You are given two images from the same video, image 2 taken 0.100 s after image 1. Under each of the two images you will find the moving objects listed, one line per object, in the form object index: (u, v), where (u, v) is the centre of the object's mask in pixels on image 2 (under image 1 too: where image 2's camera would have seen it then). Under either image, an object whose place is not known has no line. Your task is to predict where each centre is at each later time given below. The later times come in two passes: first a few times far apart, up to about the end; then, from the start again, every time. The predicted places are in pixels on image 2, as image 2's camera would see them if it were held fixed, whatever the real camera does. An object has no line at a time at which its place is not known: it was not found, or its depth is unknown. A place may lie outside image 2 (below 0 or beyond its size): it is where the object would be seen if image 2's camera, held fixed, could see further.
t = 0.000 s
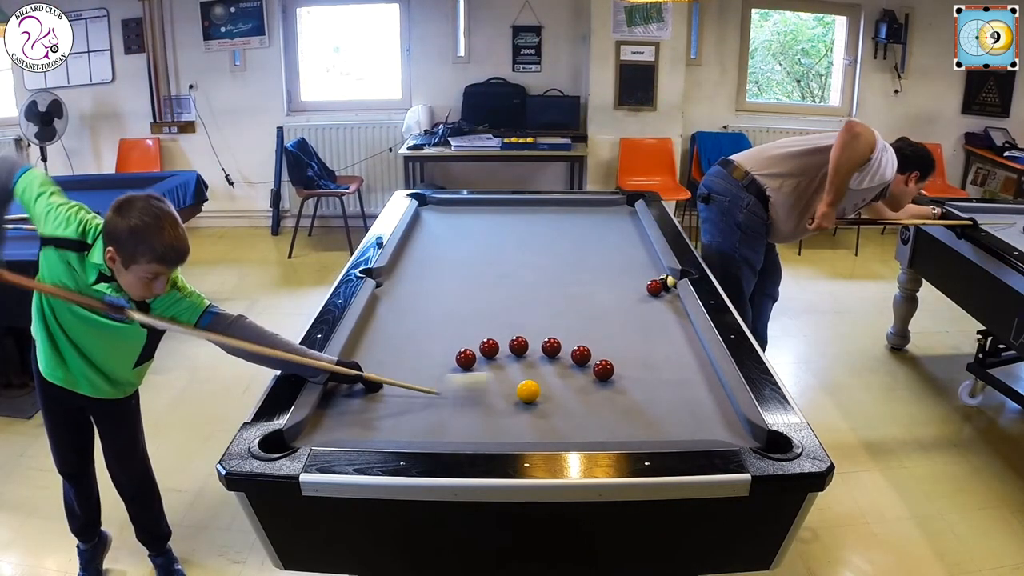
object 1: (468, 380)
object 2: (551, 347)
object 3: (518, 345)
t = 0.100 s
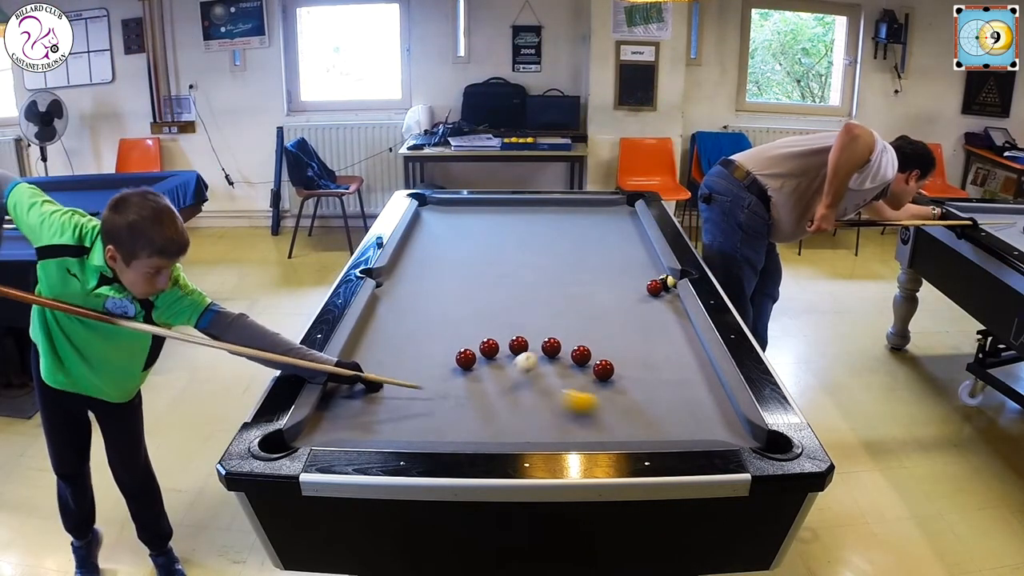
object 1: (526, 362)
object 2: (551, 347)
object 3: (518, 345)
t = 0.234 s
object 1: (533, 352)
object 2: (563, 338)
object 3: (517, 345)
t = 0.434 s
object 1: (526, 353)
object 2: (592, 321)
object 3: (512, 342)
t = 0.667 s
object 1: (521, 353)
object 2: (620, 304)
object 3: (506, 338)
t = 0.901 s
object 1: (517, 353)
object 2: (641, 290)
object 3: (501, 334)
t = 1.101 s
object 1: (516, 353)
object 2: (640, 285)
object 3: (497, 332)
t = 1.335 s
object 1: (516, 353)
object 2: (640, 280)
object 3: (494, 330)
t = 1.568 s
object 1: (516, 353)
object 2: (639, 276)
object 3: (492, 329)
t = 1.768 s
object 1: (516, 353)
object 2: (639, 272)
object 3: (491, 329)
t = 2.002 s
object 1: (516, 353)
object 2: (639, 270)
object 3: (491, 329)
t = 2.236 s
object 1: (516, 353)
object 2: (640, 268)
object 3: (491, 329)
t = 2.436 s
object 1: (516, 353)
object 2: (640, 267)
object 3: (491, 329)
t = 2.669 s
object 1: (516, 353)
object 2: (641, 266)
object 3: (491, 329)
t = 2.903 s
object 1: (516, 353)
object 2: (641, 266)
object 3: (491, 329)
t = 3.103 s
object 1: (516, 353)
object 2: (641, 266)
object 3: (491, 329)
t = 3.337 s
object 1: (516, 353)
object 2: (641, 266)
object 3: (491, 329)
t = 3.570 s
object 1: (516, 353)
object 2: (641, 266)
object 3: (491, 329)
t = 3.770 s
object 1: (516, 353)
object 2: (641, 265)
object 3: (491, 329)
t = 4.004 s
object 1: (516, 353)
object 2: (641, 265)
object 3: (491, 329)
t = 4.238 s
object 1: (516, 353)
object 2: (641, 266)
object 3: (491, 329)
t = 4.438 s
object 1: (516, 353)
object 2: (641, 266)
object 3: (491, 329)
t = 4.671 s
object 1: (516, 353)
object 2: (641, 266)
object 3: (491, 329)
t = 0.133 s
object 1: (531, 360)
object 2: (551, 347)
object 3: (518, 345)
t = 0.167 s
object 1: (538, 353)
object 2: (553, 346)
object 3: (518, 345)
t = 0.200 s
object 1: (536, 351)
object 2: (557, 342)
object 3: (518, 345)
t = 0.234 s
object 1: (533, 352)
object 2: (563, 338)
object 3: (517, 345)
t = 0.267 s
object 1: (531, 352)
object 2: (569, 335)
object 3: (516, 345)
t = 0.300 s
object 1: (531, 353)
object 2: (573, 333)
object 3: (516, 344)
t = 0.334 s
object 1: (529, 353)
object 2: (578, 330)
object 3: (515, 343)
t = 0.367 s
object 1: (529, 353)
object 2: (583, 327)
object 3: (514, 343)
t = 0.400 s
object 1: (528, 353)
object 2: (587, 324)
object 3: (513, 342)
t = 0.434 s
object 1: (526, 353)
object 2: (592, 321)
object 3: (512, 342)
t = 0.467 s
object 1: (526, 353)
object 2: (596, 319)
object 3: (511, 341)
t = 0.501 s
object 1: (525, 353)
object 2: (600, 316)
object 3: (510, 340)
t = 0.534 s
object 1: (524, 353)
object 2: (604, 314)
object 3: (510, 340)
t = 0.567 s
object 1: (523, 353)
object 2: (608, 311)
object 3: (509, 339)
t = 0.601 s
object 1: (522, 353)
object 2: (612, 309)
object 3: (508, 339)
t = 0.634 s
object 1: (522, 353)
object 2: (616, 306)
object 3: (507, 338)
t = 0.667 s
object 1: (521, 353)
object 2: (620, 304)
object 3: (506, 338)
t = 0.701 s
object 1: (520, 353)
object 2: (624, 302)
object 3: (505, 337)
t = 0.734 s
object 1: (519, 353)
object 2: (627, 300)
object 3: (504, 337)
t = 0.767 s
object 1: (519, 353)
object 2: (631, 298)
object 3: (504, 336)
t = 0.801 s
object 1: (518, 353)
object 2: (635, 296)
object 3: (503, 335)
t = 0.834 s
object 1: (518, 353)
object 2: (638, 294)
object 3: (502, 335)
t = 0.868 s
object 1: (517, 353)
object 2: (641, 292)
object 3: (502, 335)
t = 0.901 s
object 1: (517, 353)
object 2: (641, 290)
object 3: (501, 334)
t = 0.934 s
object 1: (516, 353)
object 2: (641, 290)
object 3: (500, 334)
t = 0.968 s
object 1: (516, 353)
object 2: (641, 289)
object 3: (500, 333)
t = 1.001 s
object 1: (516, 353)
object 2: (641, 288)
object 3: (499, 333)
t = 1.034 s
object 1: (516, 353)
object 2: (641, 287)
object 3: (499, 333)
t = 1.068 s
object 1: (516, 353)
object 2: (640, 286)
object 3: (498, 332)
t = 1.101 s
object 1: (516, 353)
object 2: (640, 285)
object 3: (497, 332)
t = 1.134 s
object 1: (516, 353)
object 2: (640, 285)
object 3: (497, 332)
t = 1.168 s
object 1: (516, 353)
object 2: (640, 284)
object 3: (496, 331)
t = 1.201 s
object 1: (515, 353)
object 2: (640, 283)
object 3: (496, 331)
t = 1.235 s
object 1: (516, 353)
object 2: (640, 282)
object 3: (496, 331)
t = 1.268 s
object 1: (516, 353)
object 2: (640, 281)
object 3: (495, 330)
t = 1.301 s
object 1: (516, 353)
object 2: (640, 281)
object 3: (495, 330)
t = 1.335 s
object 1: (516, 353)
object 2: (640, 280)
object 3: (494, 330)
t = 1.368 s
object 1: (516, 353)
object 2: (640, 279)
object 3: (494, 330)
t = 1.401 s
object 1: (516, 353)
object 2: (640, 279)
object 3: (494, 330)
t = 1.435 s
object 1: (516, 353)
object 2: (640, 278)
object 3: (493, 330)
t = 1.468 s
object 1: (516, 353)
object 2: (640, 277)
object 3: (493, 329)
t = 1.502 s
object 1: (516, 353)
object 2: (640, 277)
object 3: (493, 329)
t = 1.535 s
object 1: (516, 353)
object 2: (640, 276)
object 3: (492, 329)
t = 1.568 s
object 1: (516, 353)
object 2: (639, 276)
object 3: (492, 329)
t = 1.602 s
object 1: (516, 353)
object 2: (640, 275)
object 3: (492, 329)
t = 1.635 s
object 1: (516, 353)
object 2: (639, 275)
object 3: (492, 329)
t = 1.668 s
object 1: (516, 353)
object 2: (639, 274)
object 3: (492, 329)
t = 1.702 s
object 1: (516, 353)
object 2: (640, 273)
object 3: (491, 329)
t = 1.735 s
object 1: (516, 353)
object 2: (640, 273)
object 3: (491, 329)
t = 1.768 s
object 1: (516, 353)
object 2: (639, 272)
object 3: (491, 329)
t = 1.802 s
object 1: (516, 353)
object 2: (639, 272)
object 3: (491, 329)
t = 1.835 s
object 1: (516, 353)
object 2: (639, 272)
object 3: (491, 329)
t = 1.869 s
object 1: (516, 353)
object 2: (639, 271)
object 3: (491, 329)
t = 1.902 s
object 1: (516, 353)
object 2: (639, 271)
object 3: (491, 329)
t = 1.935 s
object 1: (516, 353)
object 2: (639, 270)
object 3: (491, 329)
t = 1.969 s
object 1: (516, 353)
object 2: (639, 270)
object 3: (491, 329)
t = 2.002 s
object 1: (516, 353)
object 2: (639, 270)
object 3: (491, 329)
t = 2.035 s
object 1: (516, 353)
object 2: (639, 270)
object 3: (491, 329)
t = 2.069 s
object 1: (516, 353)
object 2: (640, 269)
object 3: (491, 329)
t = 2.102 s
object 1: (516, 353)
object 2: (639, 269)
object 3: (491, 329)
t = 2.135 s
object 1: (516, 353)
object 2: (640, 269)
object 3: (491, 329)
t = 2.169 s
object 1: (516, 353)
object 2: (640, 268)
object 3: (491, 329)
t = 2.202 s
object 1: (516, 353)
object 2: (640, 268)
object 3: (491, 329)
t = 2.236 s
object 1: (516, 353)
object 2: (640, 268)
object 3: (491, 329)
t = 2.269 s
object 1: (516, 353)
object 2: (640, 267)
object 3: (491, 329)
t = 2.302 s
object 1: (516, 353)
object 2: (640, 267)
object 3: (491, 329)
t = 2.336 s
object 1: (516, 353)
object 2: (640, 267)
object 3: (491, 329)
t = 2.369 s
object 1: (516, 353)
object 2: (640, 267)
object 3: (491, 329)
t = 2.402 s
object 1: (516, 353)
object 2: (640, 267)
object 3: (491, 329)
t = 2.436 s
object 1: (516, 353)
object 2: (640, 267)
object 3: (491, 329)
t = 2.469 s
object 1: (516, 353)
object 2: (640, 266)
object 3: (491, 329)
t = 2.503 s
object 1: (516, 353)
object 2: (640, 266)
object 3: (491, 329)
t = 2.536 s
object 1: (516, 353)
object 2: (640, 266)
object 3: (491, 329)
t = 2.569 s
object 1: (516, 353)
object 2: (640, 266)
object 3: (491, 329)
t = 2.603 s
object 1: (516, 353)
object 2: (641, 266)
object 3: (491, 329)
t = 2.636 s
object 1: (516, 353)
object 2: (640, 266)
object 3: (491, 329)
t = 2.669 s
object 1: (516, 353)
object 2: (641, 266)
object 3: (491, 329)
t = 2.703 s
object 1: (516, 353)
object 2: (641, 266)
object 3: (491, 329)
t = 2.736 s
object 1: (516, 353)
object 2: (641, 266)
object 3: (491, 329)
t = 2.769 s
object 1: (516, 353)
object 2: (641, 265)
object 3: (491, 329)
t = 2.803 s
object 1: (516, 353)
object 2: (641, 266)
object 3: (491, 329)
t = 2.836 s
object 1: (516, 353)
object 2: (641, 265)
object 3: (491, 329)
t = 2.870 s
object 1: (516, 353)
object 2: (641, 265)
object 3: (491, 329)
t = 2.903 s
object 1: (516, 353)
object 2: (641, 266)
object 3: (491, 329)
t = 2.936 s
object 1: (516, 353)
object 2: (641, 266)
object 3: (491, 329)
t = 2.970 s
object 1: (516, 353)
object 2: (641, 266)
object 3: (491, 329)
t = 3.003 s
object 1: (516, 353)
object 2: (641, 266)
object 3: (491, 329)
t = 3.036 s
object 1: (516, 353)
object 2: (641, 266)
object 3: (491, 329)
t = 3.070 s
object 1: (516, 353)
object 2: (641, 266)
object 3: (491, 329)
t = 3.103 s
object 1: (516, 353)
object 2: (641, 266)
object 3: (491, 329)
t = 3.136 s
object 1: (516, 353)
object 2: (641, 265)
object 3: (491, 329)
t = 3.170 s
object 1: (516, 353)
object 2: (641, 266)
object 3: (491, 329)
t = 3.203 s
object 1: (516, 353)
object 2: (641, 265)
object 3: (491, 329)
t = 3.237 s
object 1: (516, 353)
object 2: (641, 266)
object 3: (491, 329)
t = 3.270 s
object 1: (516, 353)
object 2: (641, 266)
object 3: (491, 329)
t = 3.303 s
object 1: (516, 353)
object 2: (641, 266)
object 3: (491, 329)
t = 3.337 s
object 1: (516, 353)
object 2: (641, 266)
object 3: (491, 329)
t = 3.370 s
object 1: (516, 353)
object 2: (641, 266)
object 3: (491, 329)
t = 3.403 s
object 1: (516, 353)
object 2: (641, 266)
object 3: (491, 329)
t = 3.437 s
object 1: (516, 353)
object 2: (641, 265)
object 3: (491, 329)
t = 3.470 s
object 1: (516, 353)
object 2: (641, 266)
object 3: (491, 329)
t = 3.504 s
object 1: (516, 353)
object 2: (641, 266)
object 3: (491, 329)
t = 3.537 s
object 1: (516, 353)
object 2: (641, 266)
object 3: (491, 329)
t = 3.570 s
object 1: (516, 353)
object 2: (641, 266)
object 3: (491, 329)
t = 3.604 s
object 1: (516, 353)
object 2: (641, 266)
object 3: (491, 329)
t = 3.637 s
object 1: (516, 353)
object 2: (641, 266)
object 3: (491, 329)
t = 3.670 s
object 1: (516, 353)
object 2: (641, 266)
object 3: (491, 329)
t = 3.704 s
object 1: (516, 353)
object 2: (641, 266)
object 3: (491, 329)
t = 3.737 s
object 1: (516, 353)
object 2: (641, 266)
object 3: (491, 329)
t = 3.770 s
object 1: (516, 353)
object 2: (641, 265)
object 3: (491, 329)
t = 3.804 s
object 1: (516, 353)
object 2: (641, 266)
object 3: (491, 329)
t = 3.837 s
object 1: (516, 353)
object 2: (641, 265)
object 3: (491, 329)
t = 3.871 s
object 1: (516, 353)
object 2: (641, 266)
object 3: (491, 329)
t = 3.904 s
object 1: (516, 353)
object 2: (641, 266)
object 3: (491, 329)
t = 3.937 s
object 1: (516, 353)
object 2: (641, 266)
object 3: (491, 329)
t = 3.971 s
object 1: (516, 353)
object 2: (641, 266)
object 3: (491, 329)
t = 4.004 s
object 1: (516, 353)
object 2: (641, 265)
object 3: (491, 329)
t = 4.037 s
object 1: (516, 353)
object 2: (641, 266)
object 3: (491, 329)
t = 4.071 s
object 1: (516, 353)
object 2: (641, 266)
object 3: (491, 329)
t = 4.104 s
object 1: (516, 353)
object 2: (641, 266)
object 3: (491, 329)
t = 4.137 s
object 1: (516, 353)
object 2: (641, 266)
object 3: (491, 329)
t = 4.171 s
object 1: (516, 353)
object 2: (641, 265)
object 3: (491, 329)
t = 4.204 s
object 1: (516, 353)
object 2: (641, 266)
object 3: (491, 329)
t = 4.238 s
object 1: (516, 353)
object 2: (641, 266)
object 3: (491, 329)
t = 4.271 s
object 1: (516, 353)
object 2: (641, 266)
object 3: (491, 329)
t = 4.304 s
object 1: (516, 353)
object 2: (641, 266)
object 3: (491, 329)
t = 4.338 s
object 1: (516, 353)
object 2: (641, 265)
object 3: (491, 329)
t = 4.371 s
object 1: (516, 353)
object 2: (641, 266)
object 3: (491, 329)
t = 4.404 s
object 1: (516, 353)
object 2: (641, 266)
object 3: (491, 329)
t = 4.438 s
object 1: (516, 353)
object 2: (641, 266)
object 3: (491, 329)
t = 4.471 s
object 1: (516, 353)
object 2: (641, 266)
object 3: (491, 329)
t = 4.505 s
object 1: (516, 353)
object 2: (641, 265)
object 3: (491, 329)
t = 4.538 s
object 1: (516, 353)
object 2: (641, 266)
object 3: (491, 329)
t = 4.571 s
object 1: (516, 353)
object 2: (641, 266)
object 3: (491, 329)
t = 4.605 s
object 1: (516, 353)
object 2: (641, 266)
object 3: (491, 329)
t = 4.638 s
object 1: (516, 353)
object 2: (641, 266)
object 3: (491, 329)
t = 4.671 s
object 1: (516, 353)
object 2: (641, 266)
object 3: (491, 329)
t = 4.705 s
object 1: (516, 353)
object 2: (641, 266)
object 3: (491, 329)
